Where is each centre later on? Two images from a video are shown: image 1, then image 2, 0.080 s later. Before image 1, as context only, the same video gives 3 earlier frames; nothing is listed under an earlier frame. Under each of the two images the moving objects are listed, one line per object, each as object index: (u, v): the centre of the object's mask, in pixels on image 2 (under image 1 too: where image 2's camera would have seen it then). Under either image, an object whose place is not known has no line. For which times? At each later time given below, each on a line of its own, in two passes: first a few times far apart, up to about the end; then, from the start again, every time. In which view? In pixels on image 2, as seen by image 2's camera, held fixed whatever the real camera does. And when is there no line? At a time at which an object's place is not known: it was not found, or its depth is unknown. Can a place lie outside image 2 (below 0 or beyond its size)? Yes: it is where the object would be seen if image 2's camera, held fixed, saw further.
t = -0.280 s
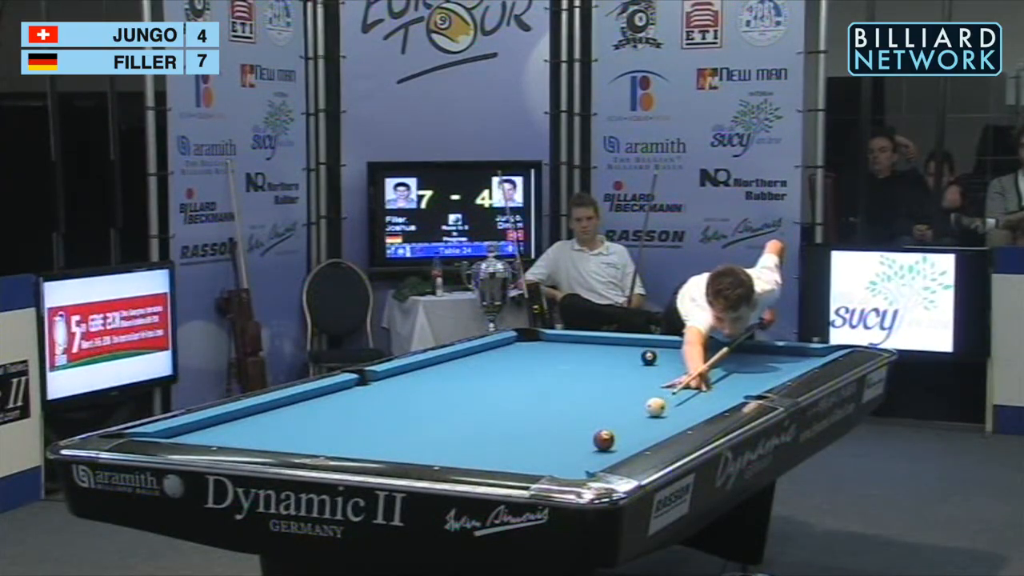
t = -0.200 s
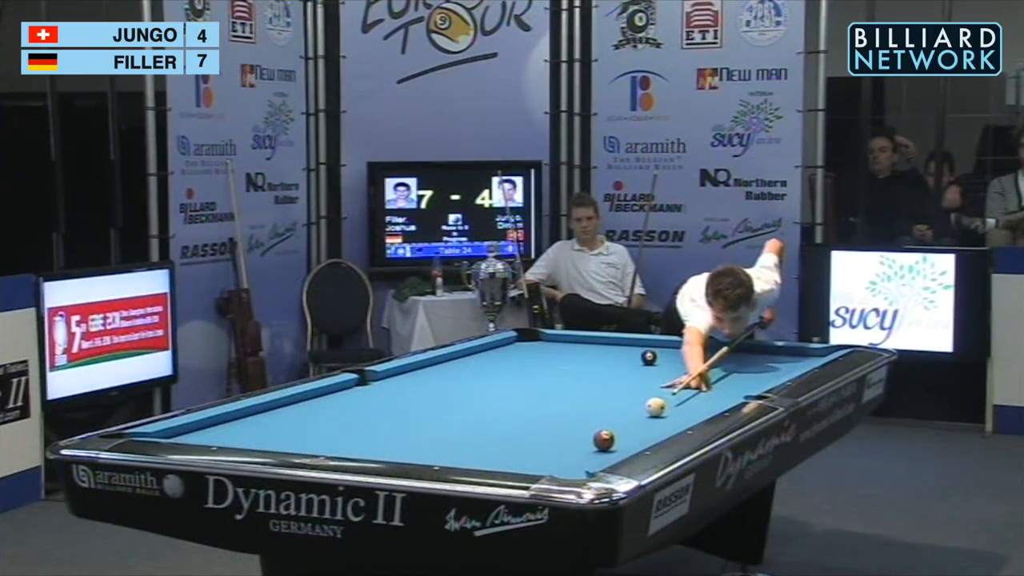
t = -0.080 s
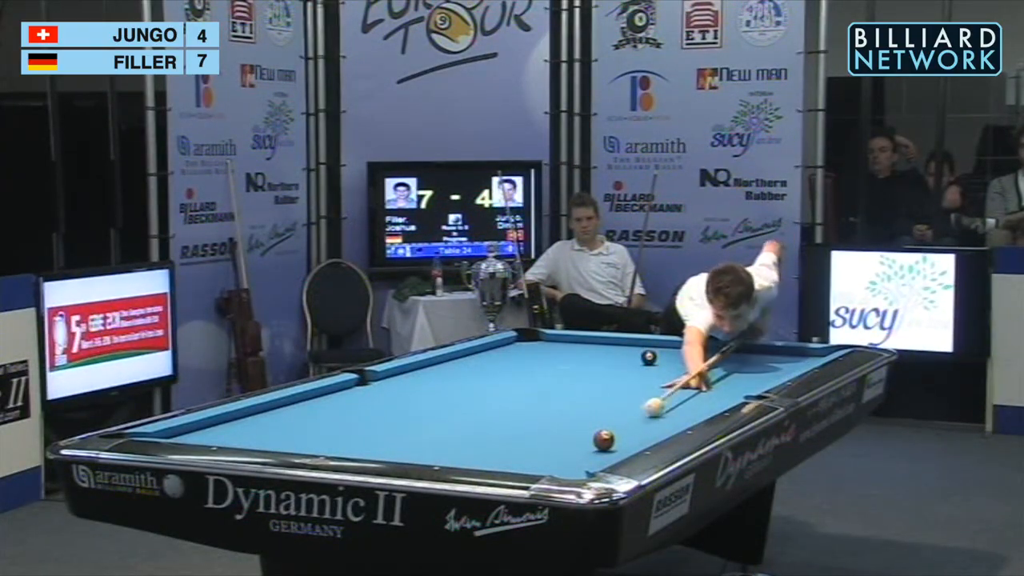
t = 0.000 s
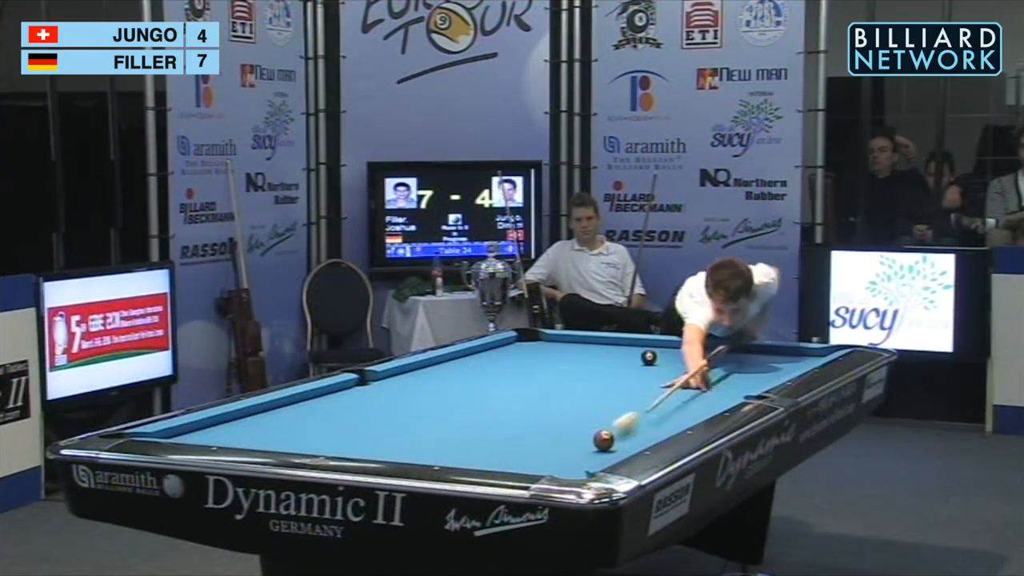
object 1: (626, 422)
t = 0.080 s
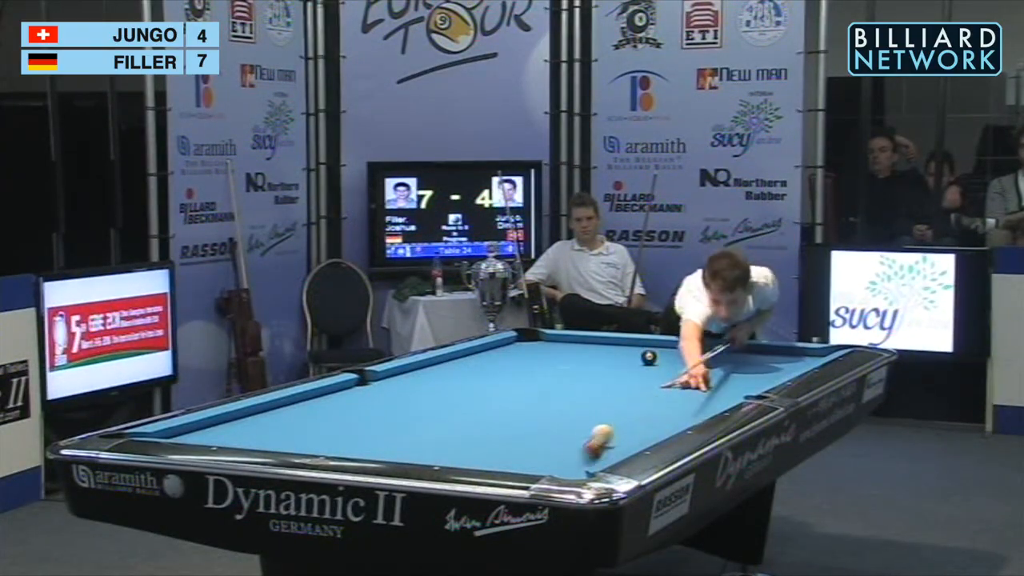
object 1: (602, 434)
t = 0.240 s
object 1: (578, 438)
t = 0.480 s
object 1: (533, 448)
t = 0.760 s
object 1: (475, 460)
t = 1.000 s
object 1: (481, 458)
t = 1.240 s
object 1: (496, 451)
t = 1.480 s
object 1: (511, 444)
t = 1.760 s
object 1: (526, 436)
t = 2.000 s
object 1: (538, 431)
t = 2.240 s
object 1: (549, 425)
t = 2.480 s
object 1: (560, 420)
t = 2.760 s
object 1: (571, 415)
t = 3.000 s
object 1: (580, 411)
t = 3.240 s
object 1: (589, 407)
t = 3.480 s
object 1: (596, 403)
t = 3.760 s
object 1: (604, 400)
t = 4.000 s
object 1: (611, 397)
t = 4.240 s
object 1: (617, 395)
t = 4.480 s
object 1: (622, 393)
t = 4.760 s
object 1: (627, 391)
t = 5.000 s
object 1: (631, 389)
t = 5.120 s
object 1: (633, 388)
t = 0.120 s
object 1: (597, 435)
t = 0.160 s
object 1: (591, 436)
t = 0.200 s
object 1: (585, 437)
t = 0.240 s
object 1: (578, 438)
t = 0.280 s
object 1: (571, 439)
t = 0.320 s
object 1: (564, 440)
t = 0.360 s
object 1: (557, 442)
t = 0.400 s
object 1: (550, 444)
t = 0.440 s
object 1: (542, 446)
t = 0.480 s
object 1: (533, 448)
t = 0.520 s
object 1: (526, 450)
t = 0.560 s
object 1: (517, 452)
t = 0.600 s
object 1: (509, 455)
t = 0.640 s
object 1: (501, 457)
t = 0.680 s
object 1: (492, 458)
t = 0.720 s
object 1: (484, 459)
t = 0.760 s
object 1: (475, 460)
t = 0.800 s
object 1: (467, 461)
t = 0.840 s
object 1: (469, 460)
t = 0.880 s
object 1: (472, 460)
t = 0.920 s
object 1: (475, 459)
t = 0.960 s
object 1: (478, 458)
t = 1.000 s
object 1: (481, 458)
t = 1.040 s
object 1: (483, 457)
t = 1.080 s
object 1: (486, 456)
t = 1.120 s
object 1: (489, 456)
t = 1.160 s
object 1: (491, 455)
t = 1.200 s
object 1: (493, 453)
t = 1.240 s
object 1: (496, 451)
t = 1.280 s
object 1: (498, 450)
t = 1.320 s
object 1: (501, 449)
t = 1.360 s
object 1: (503, 448)
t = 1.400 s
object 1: (506, 447)
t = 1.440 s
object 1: (508, 446)
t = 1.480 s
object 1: (511, 444)
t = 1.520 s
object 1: (512, 443)
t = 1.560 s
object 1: (515, 442)
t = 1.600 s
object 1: (517, 441)
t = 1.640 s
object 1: (519, 440)
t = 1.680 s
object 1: (521, 439)
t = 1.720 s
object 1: (524, 438)
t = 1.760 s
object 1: (526, 436)
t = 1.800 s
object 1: (528, 436)
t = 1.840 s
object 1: (530, 434)
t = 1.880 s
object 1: (532, 433)
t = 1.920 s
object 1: (534, 432)
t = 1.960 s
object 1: (536, 431)
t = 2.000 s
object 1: (538, 431)
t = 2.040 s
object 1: (540, 430)
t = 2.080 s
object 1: (542, 429)
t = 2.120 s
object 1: (543, 428)
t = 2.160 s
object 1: (545, 427)
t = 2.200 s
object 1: (547, 426)
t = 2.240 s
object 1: (549, 425)
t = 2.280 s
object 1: (551, 424)
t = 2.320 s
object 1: (553, 423)
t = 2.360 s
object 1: (554, 422)
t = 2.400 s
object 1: (556, 421)
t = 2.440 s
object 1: (558, 421)
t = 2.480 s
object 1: (560, 420)
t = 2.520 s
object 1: (561, 419)
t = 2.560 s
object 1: (563, 418)
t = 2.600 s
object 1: (565, 418)
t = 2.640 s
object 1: (566, 417)
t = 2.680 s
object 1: (568, 416)
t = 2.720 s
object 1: (570, 415)
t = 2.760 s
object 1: (571, 415)
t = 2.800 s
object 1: (573, 414)
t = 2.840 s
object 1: (574, 413)
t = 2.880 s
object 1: (576, 413)
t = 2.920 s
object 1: (577, 412)
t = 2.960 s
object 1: (579, 411)
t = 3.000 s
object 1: (580, 411)
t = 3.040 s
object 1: (582, 410)
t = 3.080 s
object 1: (583, 409)
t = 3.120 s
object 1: (584, 409)
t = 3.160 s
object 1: (586, 408)
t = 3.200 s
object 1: (587, 407)
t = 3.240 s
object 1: (589, 407)
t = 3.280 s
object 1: (590, 406)
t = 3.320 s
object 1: (592, 406)
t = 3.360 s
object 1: (593, 405)
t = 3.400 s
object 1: (594, 404)
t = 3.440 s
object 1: (595, 404)
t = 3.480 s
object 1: (596, 403)
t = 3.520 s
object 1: (598, 403)
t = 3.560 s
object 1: (599, 402)
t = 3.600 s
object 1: (600, 402)
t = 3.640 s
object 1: (601, 401)
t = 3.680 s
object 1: (602, 401)
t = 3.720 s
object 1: (603, 401)
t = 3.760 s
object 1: (604, 400)
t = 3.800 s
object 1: (605, 399)
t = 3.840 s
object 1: (607, 399)
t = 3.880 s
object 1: (608, 399)
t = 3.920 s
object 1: (609, 398)
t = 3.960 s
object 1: (610, 398)
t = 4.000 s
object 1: (611, 397)
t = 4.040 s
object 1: (612, 397)
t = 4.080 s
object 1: (613, 397)
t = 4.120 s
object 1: (614, 396)
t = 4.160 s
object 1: (615, 396)
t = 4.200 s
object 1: (616, 395)
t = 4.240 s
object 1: (617, 395)
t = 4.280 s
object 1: (618, 395)
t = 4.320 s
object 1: (619, 394)
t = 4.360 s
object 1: (620, 394)
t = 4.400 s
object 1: (620, 393)
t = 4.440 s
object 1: (621, 393)
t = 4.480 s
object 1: (622, 393)
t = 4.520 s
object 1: (623, 392)
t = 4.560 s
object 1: (623, 392)
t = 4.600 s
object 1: (624, 392)
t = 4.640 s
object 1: (625, 392)
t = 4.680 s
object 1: (626, 391)
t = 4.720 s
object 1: (626, 391)
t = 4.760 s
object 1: (627, 391)
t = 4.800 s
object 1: (628, 390)
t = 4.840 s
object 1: (629, 390)
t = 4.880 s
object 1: (629, 389)
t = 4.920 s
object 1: (630, 389)
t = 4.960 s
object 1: (631, 389)
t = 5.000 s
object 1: (631, 389)
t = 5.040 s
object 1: (632, 389)
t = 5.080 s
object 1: (633, 388)
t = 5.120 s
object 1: (633, 388)
